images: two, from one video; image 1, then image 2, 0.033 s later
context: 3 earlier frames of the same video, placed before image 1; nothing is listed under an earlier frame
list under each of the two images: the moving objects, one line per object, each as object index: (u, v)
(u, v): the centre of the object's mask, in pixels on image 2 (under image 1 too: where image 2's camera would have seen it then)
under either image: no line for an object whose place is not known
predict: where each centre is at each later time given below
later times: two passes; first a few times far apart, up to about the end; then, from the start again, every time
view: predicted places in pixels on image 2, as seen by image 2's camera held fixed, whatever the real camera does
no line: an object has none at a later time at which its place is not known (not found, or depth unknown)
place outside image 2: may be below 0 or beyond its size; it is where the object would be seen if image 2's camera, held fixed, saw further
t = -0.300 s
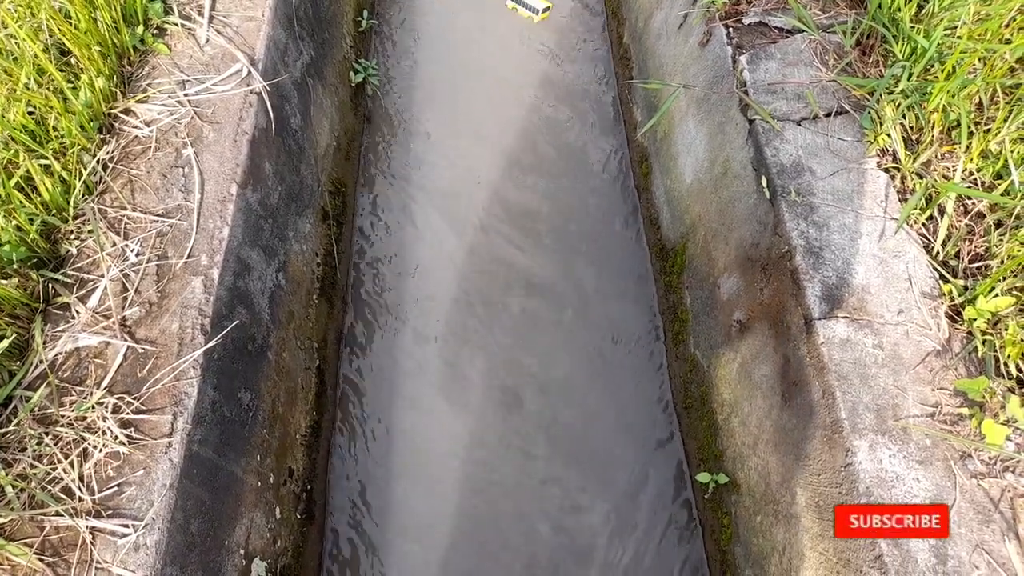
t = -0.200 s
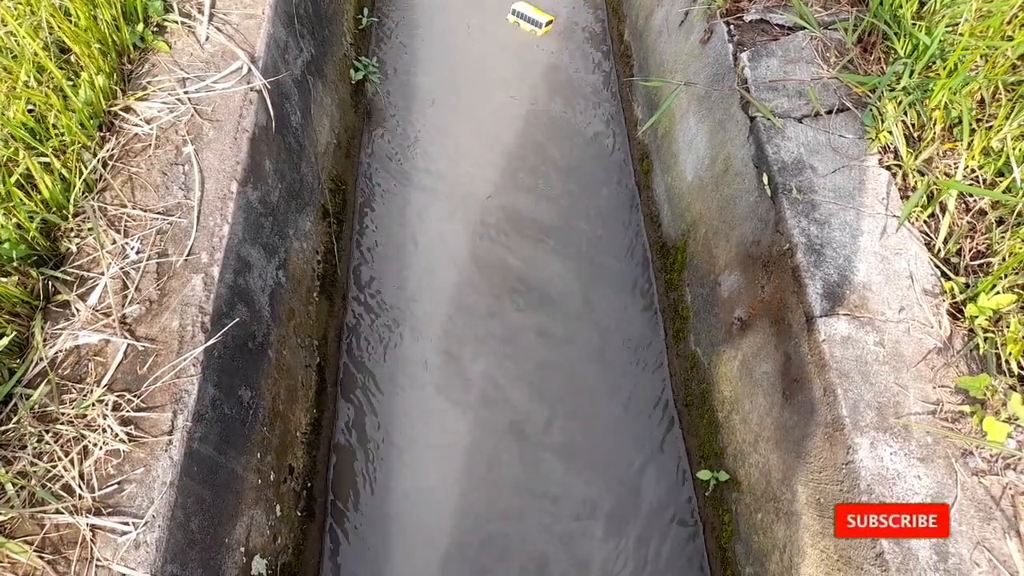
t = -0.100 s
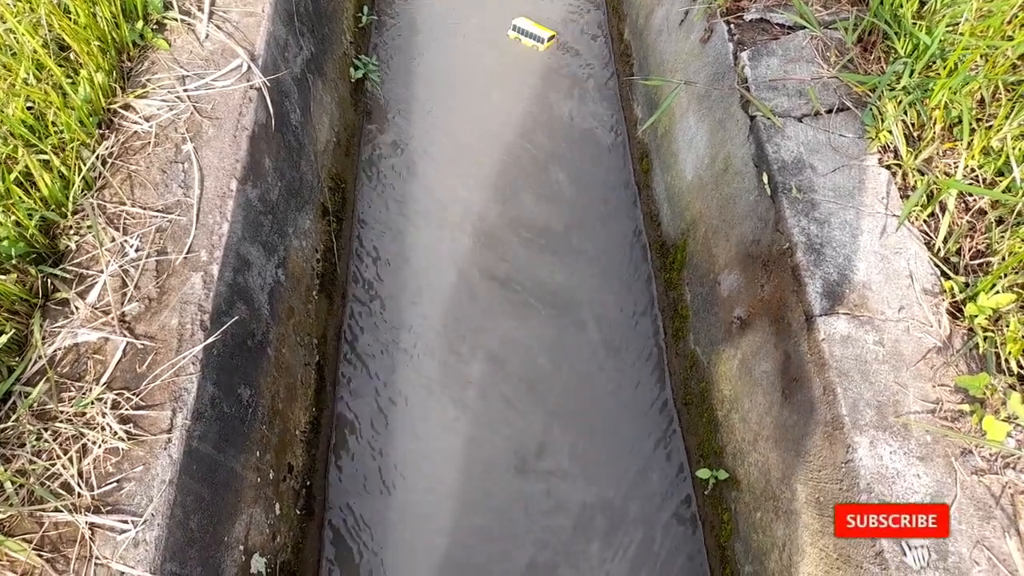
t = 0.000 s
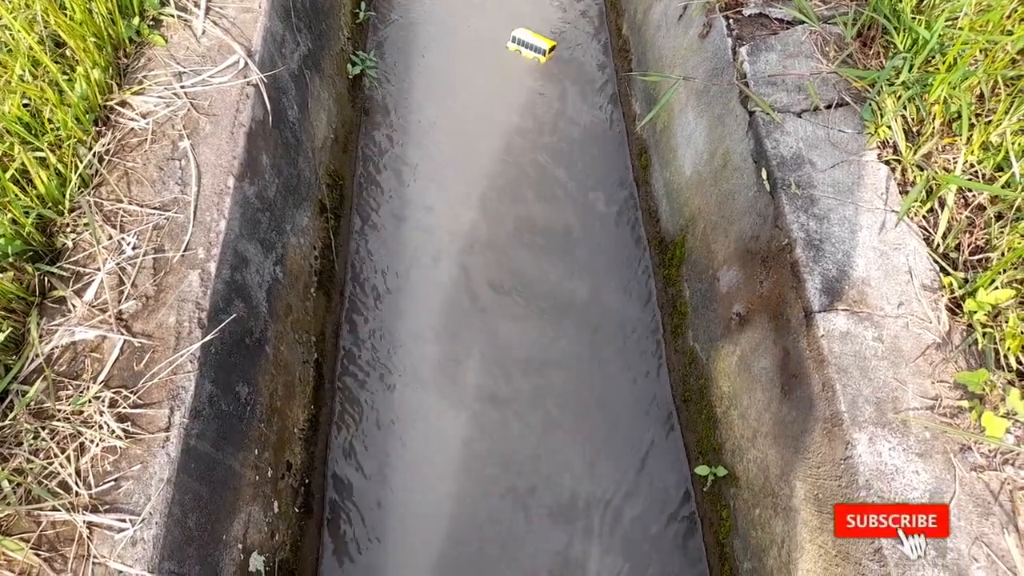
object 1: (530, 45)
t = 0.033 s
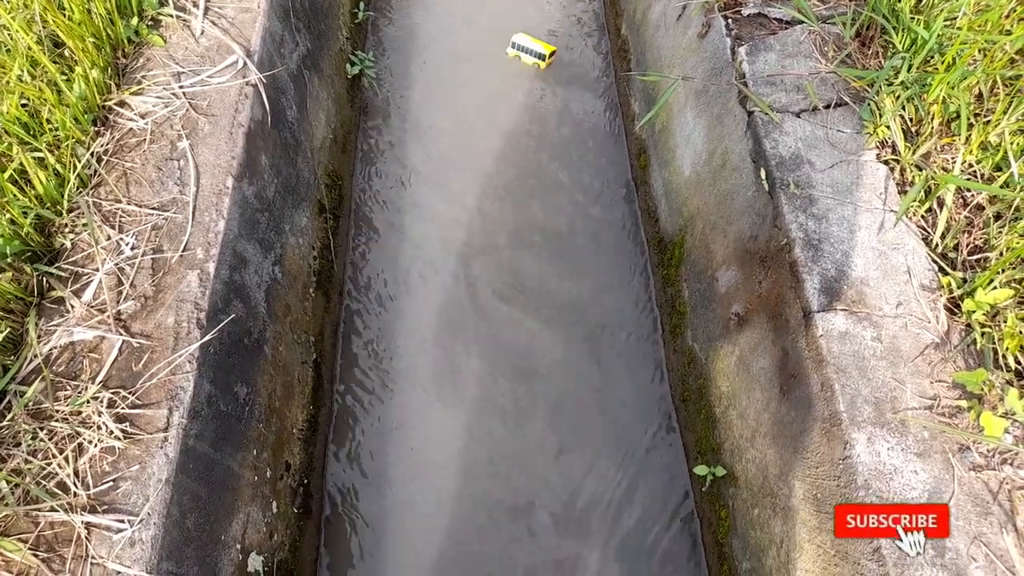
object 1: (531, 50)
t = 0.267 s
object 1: (535, 93)
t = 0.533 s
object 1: (541, 147)
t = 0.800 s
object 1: (548, 204)
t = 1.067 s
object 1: (554, 270)
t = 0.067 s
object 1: (532, 56)
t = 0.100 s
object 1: (532, 62)
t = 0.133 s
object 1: (533, 68)
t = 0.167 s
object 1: (533, 74)
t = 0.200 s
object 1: (534, 80)
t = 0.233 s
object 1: (534, 87)
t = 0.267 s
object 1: (535, 93)
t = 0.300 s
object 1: (536, 99)
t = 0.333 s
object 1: (537, 106)
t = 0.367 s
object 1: (538, 112)
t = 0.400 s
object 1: (538, 119)
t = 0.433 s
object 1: (539, 126)
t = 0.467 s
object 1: (540, 132)
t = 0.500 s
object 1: (541, 139)
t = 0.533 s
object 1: (541, 147)
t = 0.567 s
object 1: (542, 154)
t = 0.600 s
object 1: (543, 161)
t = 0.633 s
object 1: (544, 168)
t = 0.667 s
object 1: (545, 175)
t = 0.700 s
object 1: (545, 182)
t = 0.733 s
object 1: (546, 189)
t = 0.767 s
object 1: (547, 196)
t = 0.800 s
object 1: (548, 204)
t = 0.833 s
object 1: (549, 212)
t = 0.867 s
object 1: (550, 220)
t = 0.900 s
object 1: (551, 229)
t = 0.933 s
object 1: (551, 236)
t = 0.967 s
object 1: (552, 245)
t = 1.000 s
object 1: (553, 253)
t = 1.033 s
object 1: (554, 261)
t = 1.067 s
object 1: (554, 270)
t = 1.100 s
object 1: (555, 278)
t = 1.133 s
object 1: (556, 288)
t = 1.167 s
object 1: (557, 298)
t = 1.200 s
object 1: (558, 308)
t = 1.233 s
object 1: (559, 317)
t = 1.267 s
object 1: (560, 327)
